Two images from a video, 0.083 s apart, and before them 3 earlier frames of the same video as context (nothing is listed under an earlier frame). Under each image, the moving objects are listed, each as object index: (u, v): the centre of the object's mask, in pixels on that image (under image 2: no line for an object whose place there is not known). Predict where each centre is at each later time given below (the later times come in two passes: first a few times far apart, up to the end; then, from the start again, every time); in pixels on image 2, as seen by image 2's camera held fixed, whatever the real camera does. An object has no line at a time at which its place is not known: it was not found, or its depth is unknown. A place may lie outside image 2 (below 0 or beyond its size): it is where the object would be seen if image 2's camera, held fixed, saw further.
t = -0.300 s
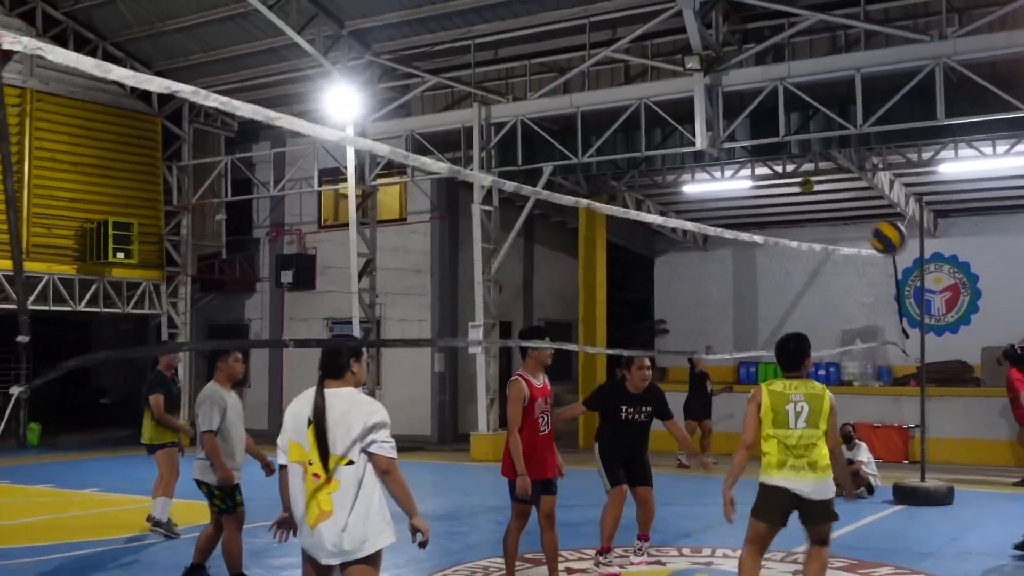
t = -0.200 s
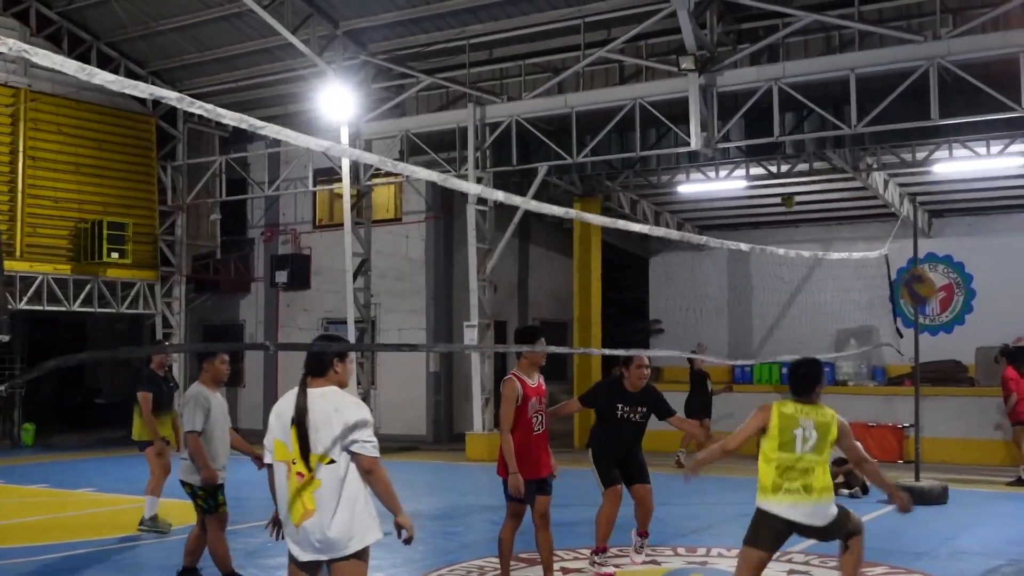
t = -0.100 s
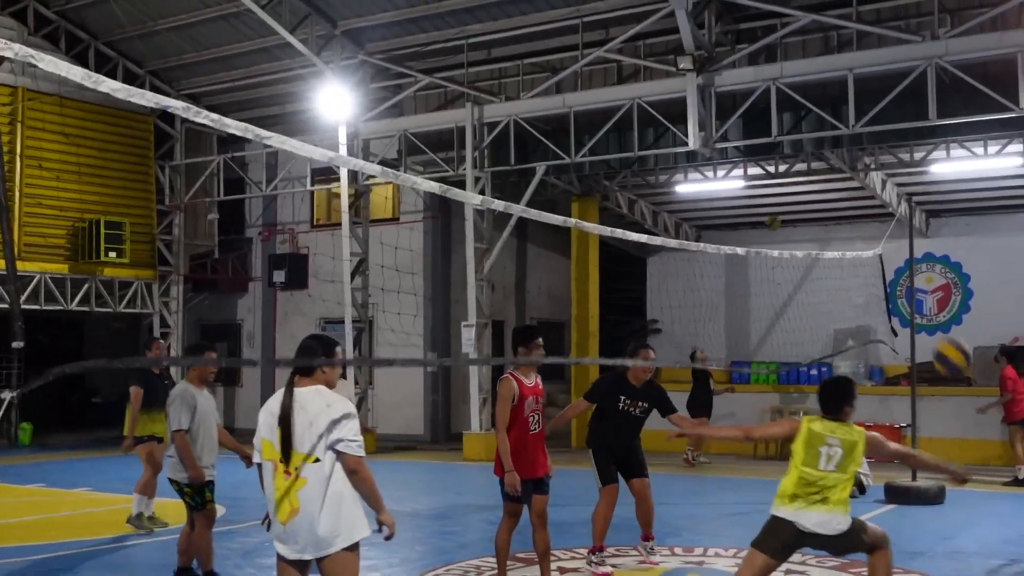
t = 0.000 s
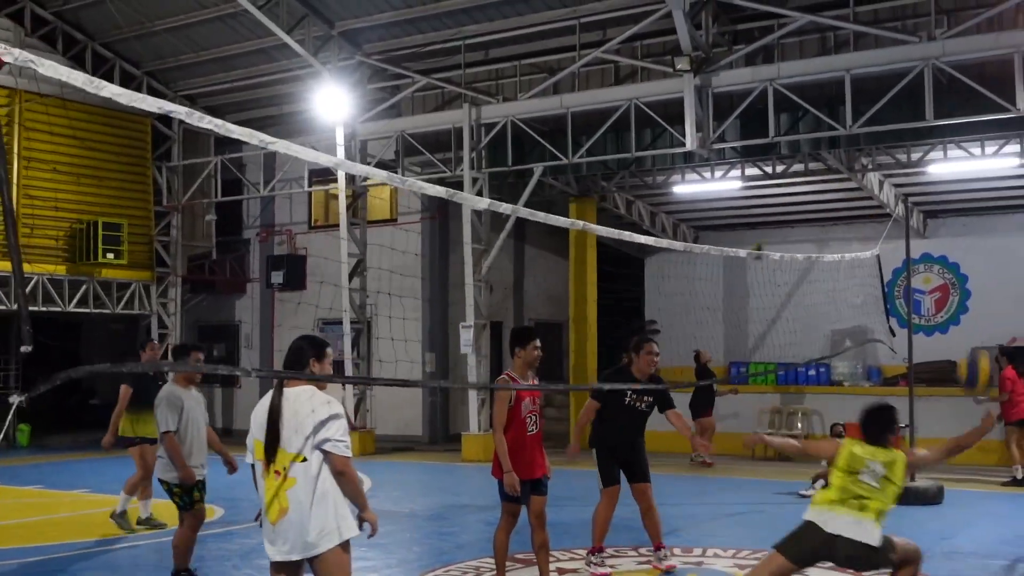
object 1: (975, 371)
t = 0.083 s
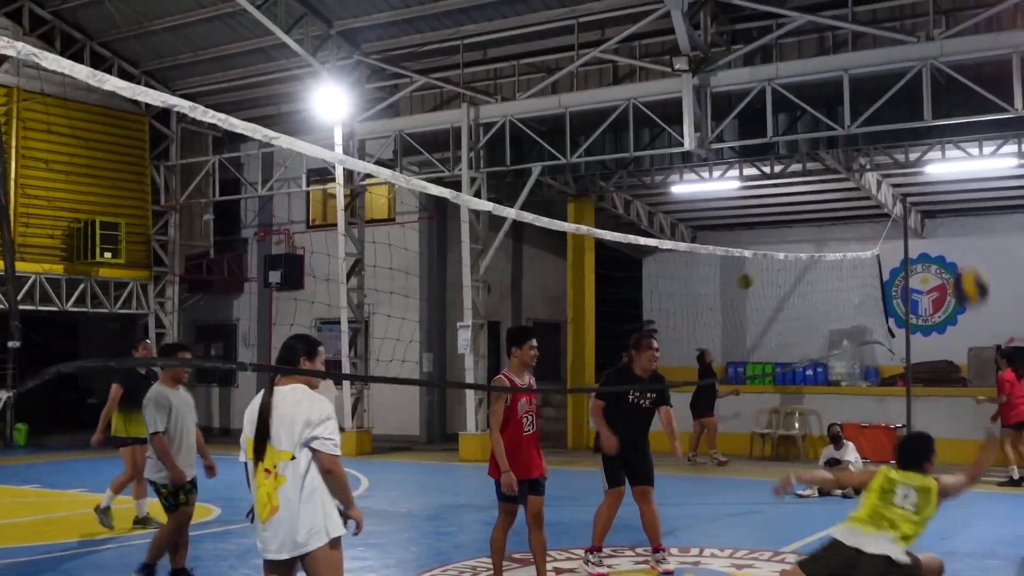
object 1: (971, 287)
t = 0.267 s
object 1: (963, 131)
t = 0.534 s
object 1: (955, 9)
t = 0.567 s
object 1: (954, 5)
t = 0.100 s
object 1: (969, 271)
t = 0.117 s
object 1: (968, 255)
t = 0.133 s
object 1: (968, 239)
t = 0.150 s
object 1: (967, 225)
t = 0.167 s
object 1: (966, 211)
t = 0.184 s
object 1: (966, 198)
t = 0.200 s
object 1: (965, 185)
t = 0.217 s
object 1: (964, 171)
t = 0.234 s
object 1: (964, 154)
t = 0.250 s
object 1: (964, 142)
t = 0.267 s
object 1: (963, 131)
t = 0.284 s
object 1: (962, 120)
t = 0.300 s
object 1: (962, 107)
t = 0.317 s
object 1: (961, 99)
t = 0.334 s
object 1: (960, 91)
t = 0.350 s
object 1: (960, 81)
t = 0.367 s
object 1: (959, 72)
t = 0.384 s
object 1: (959, 63)
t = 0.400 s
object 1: (958, 54)
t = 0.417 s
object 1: (958, 47)
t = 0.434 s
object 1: (958, 39)
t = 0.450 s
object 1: (957, 33)
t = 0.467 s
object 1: (956, 26)
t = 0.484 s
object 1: (955, 20)
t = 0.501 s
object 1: (956, 16)
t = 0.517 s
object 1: (955, 12)
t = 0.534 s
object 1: (955, 9)
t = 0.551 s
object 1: (954, 6)
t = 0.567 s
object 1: (954, 5)
